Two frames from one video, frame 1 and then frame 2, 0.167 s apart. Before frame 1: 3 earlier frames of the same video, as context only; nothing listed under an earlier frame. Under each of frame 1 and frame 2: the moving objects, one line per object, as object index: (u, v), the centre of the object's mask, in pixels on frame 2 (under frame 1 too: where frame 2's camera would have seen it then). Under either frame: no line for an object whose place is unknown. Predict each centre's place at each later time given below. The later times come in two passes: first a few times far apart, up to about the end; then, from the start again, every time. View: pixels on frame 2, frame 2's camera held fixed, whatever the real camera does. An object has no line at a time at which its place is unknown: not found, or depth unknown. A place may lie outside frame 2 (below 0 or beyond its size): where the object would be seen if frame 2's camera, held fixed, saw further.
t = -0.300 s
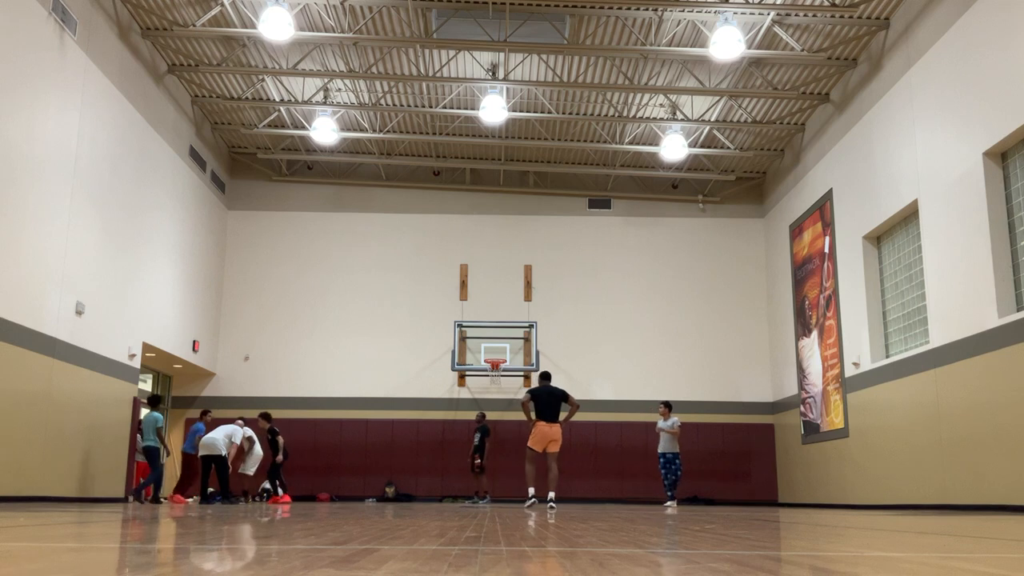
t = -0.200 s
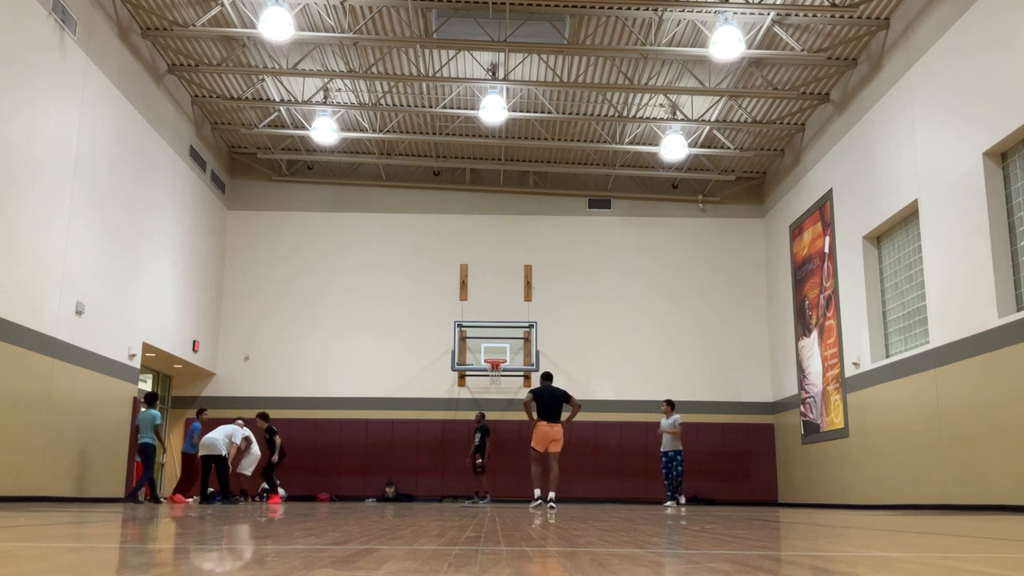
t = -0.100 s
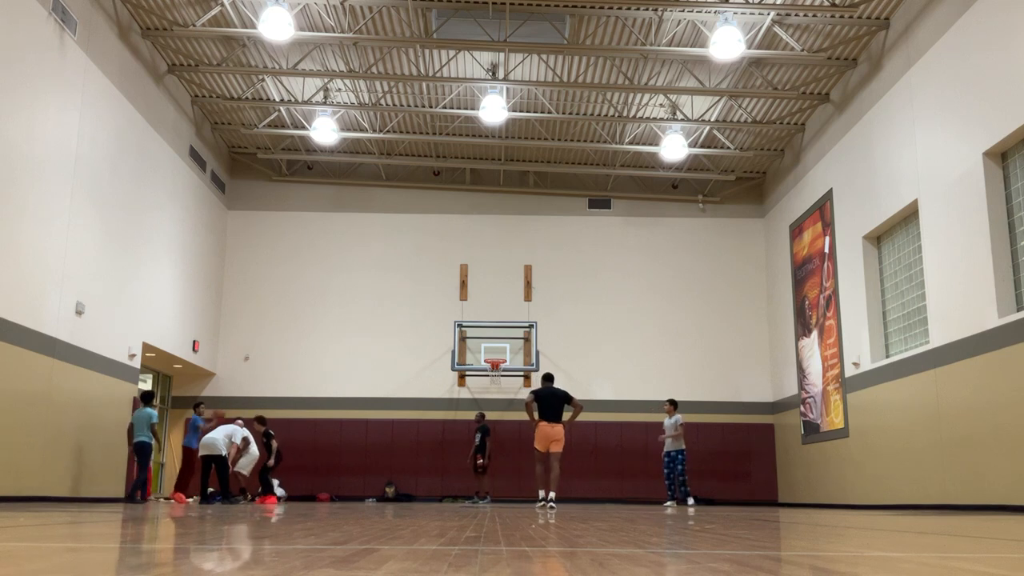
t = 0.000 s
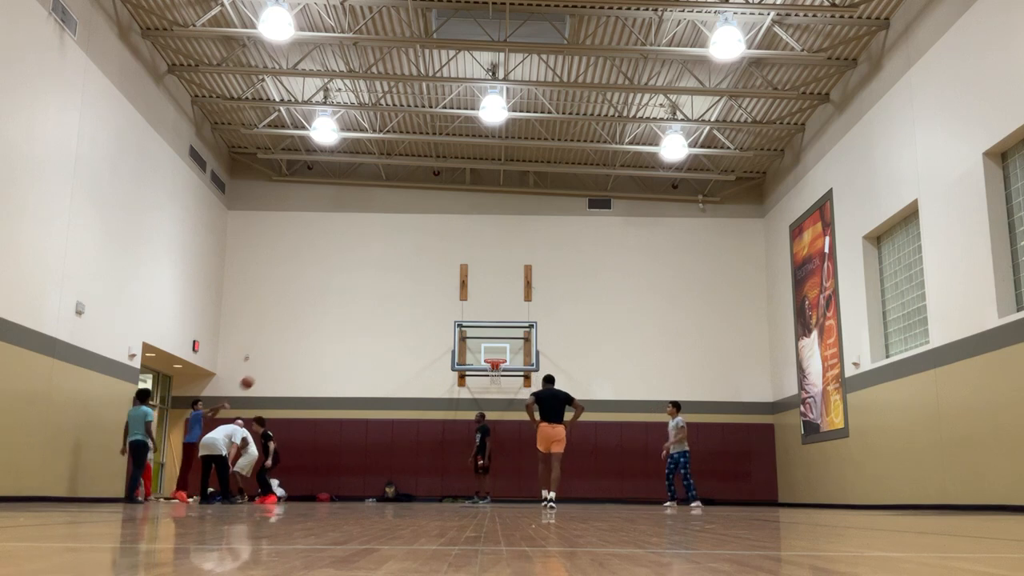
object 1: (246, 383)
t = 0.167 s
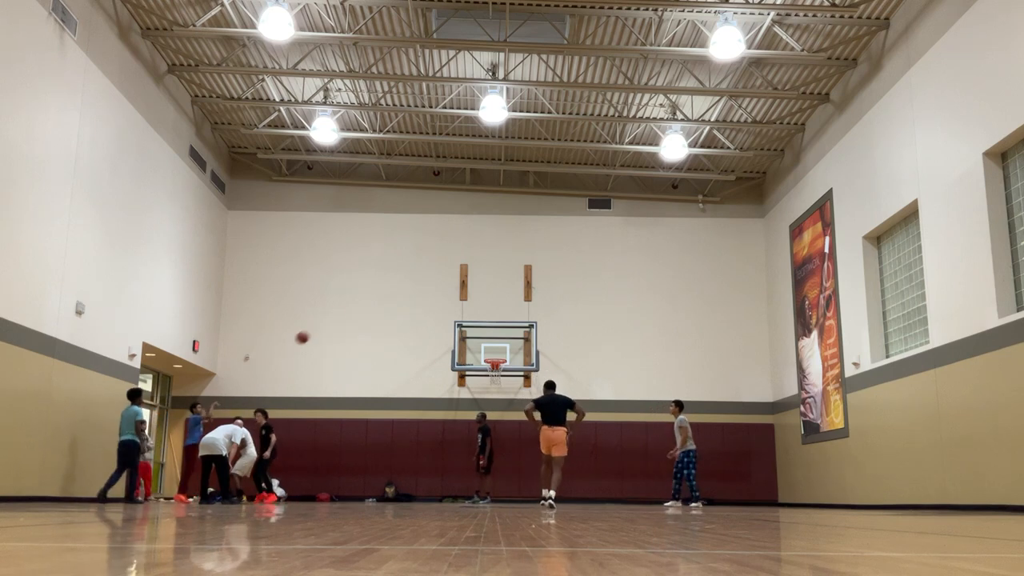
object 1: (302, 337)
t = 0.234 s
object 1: (323, 323)
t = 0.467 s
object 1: (398, 290)
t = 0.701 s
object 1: (472, 284)
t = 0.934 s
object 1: (547, 304)
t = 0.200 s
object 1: (313, 330)
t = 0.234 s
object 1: (323, 323)
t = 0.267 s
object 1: (334, 317)
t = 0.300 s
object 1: (345, 311)
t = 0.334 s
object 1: (356, 306)
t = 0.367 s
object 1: (366, 301)
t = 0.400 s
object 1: (377, 297)
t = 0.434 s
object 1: (387, 293)
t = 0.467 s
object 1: (398, 290)
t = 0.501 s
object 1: (408, 288)
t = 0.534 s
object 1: (419, 286)
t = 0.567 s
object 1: (429, 284)
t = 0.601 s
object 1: (440, 283)
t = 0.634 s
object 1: (450, 283)
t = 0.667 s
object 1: (460, 283)
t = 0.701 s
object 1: (472, 284)
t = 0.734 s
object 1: (482, 285)
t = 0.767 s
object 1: (493, 287)
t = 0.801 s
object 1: (504, 289)
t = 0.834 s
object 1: (514, 292)
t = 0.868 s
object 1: (525, 295)
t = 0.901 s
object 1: (536, 299)
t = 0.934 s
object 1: (547, 304)
